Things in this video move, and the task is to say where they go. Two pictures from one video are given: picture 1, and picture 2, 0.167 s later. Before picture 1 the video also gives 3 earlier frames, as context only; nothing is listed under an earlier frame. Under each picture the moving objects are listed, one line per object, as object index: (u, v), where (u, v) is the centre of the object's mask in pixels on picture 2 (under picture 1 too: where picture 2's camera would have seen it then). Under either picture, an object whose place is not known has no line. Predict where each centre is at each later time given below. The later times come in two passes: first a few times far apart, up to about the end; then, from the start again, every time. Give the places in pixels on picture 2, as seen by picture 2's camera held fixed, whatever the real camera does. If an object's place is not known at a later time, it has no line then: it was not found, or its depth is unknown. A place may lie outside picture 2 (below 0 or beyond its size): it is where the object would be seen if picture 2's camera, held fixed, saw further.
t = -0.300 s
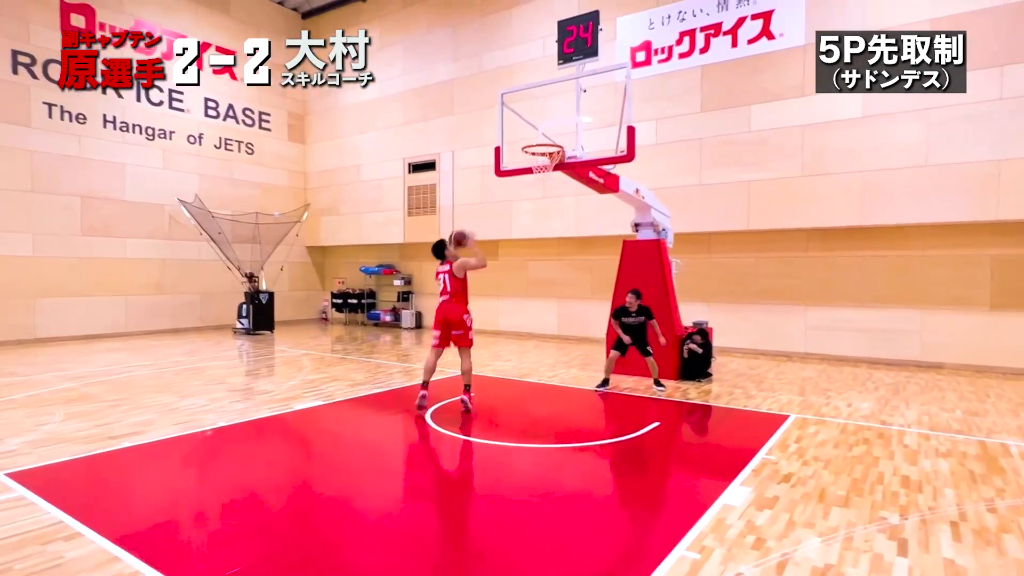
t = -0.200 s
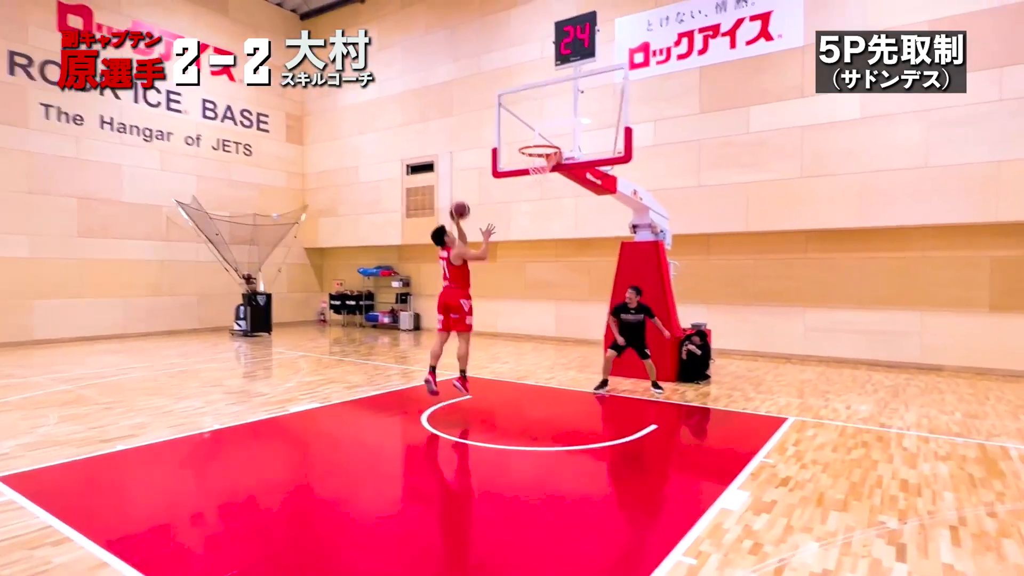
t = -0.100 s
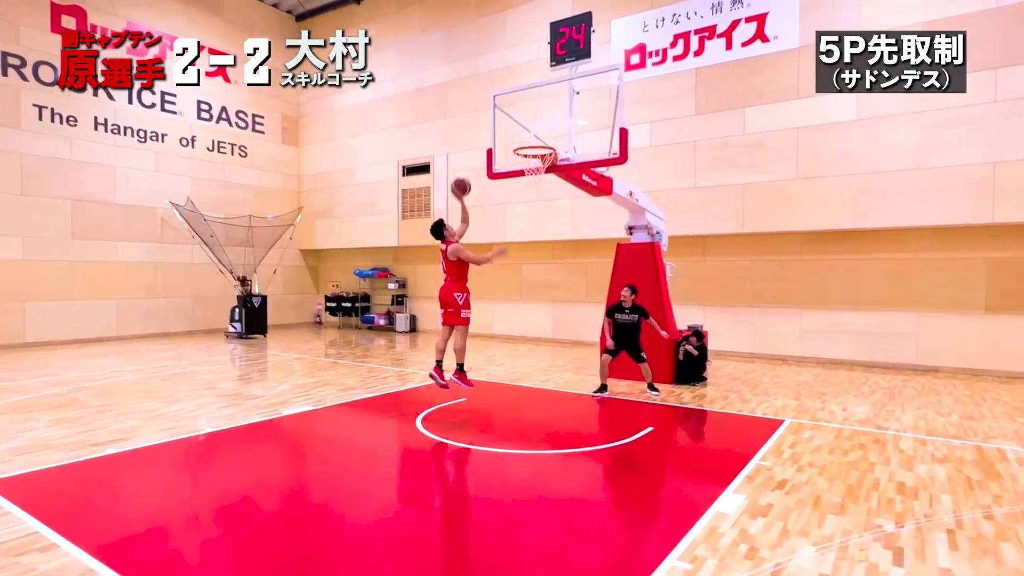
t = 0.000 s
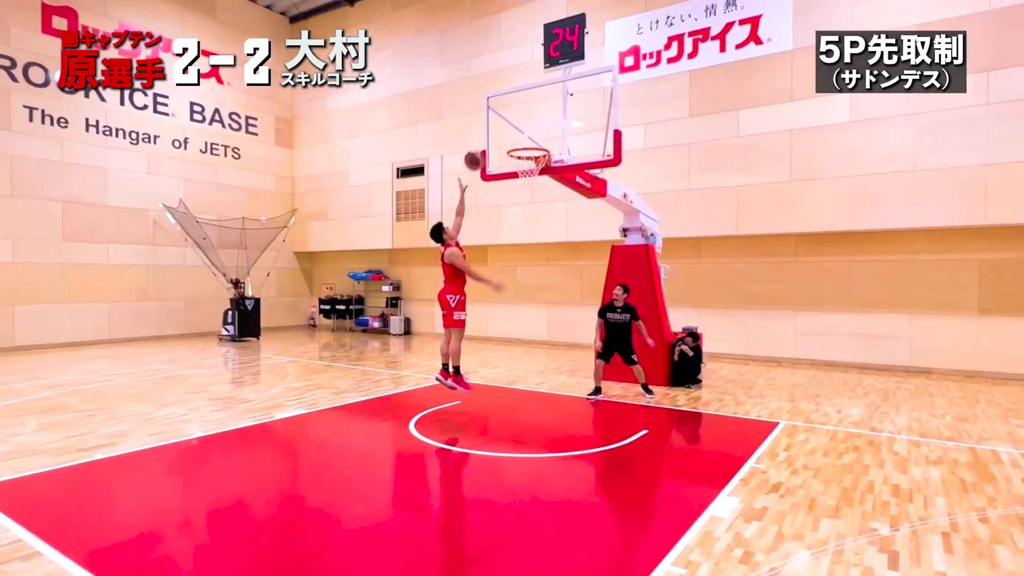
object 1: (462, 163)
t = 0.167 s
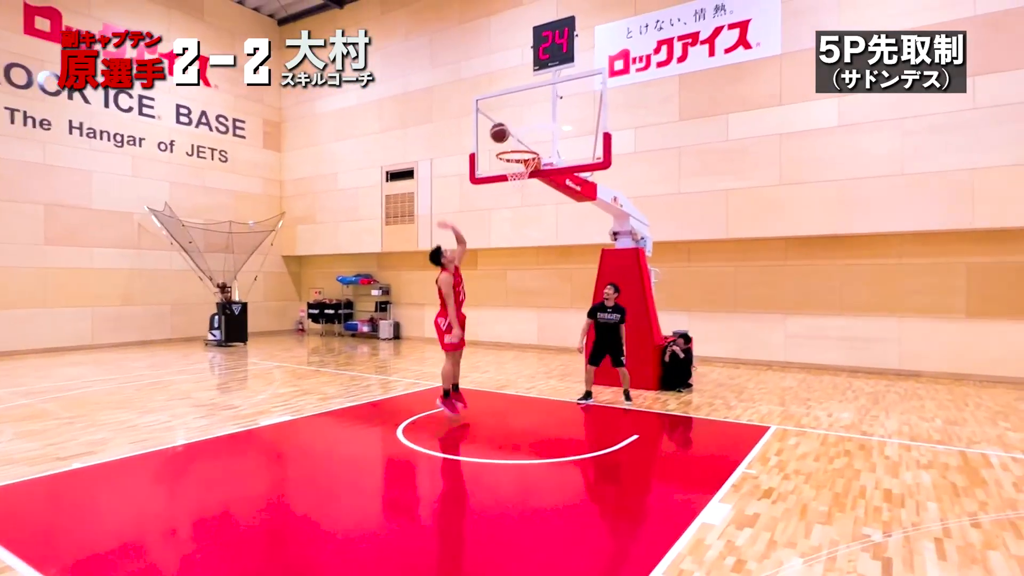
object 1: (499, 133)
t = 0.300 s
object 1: (506, 127)
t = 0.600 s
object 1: (521, 155)
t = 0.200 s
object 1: (505, 130)
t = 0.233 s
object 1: (505, 128)
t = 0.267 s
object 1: (506, 127)
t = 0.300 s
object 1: (506, 127)
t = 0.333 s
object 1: (507, 128)
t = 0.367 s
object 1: (507, 130)
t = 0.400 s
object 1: (507, 132)
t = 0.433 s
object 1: (508, 136)
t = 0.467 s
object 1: (508, 140)
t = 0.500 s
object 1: (509, 146)
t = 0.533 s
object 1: (513, 150)
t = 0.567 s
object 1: (516, 152)
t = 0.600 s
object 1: (521, 155)
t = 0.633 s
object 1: (526, 159)
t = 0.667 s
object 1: (524, 161)
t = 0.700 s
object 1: (520, 165)
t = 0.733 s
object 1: (517, 168)
